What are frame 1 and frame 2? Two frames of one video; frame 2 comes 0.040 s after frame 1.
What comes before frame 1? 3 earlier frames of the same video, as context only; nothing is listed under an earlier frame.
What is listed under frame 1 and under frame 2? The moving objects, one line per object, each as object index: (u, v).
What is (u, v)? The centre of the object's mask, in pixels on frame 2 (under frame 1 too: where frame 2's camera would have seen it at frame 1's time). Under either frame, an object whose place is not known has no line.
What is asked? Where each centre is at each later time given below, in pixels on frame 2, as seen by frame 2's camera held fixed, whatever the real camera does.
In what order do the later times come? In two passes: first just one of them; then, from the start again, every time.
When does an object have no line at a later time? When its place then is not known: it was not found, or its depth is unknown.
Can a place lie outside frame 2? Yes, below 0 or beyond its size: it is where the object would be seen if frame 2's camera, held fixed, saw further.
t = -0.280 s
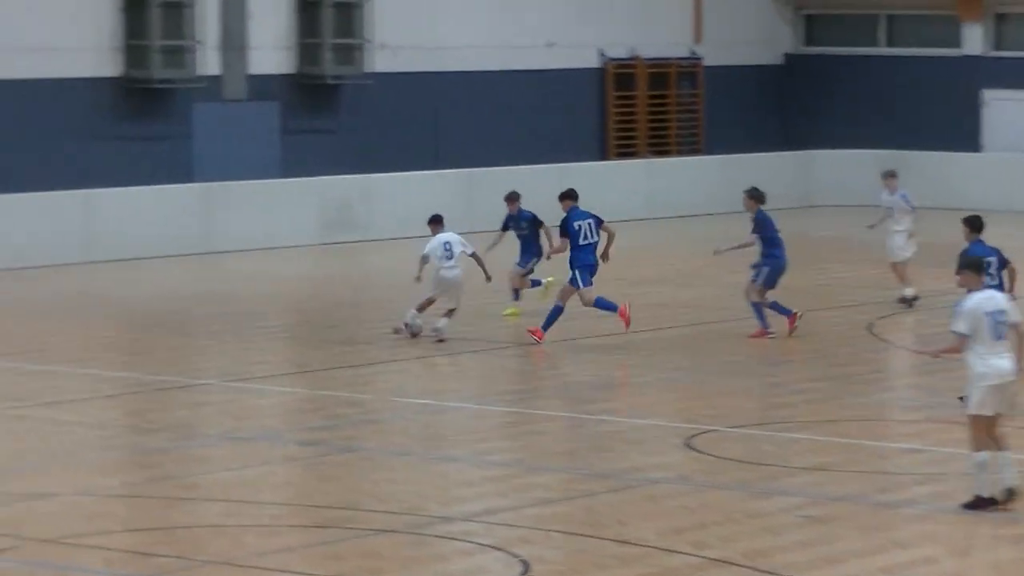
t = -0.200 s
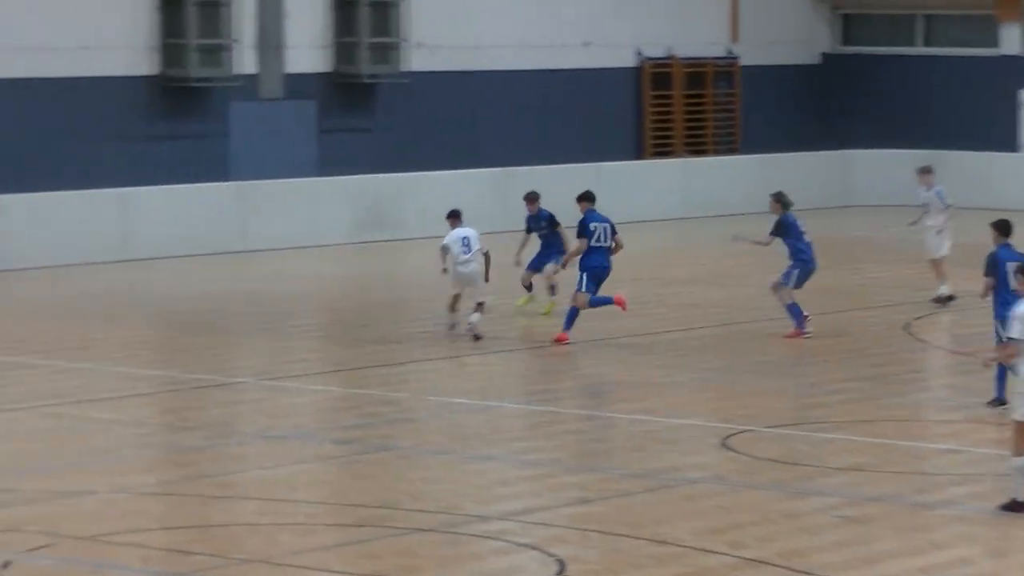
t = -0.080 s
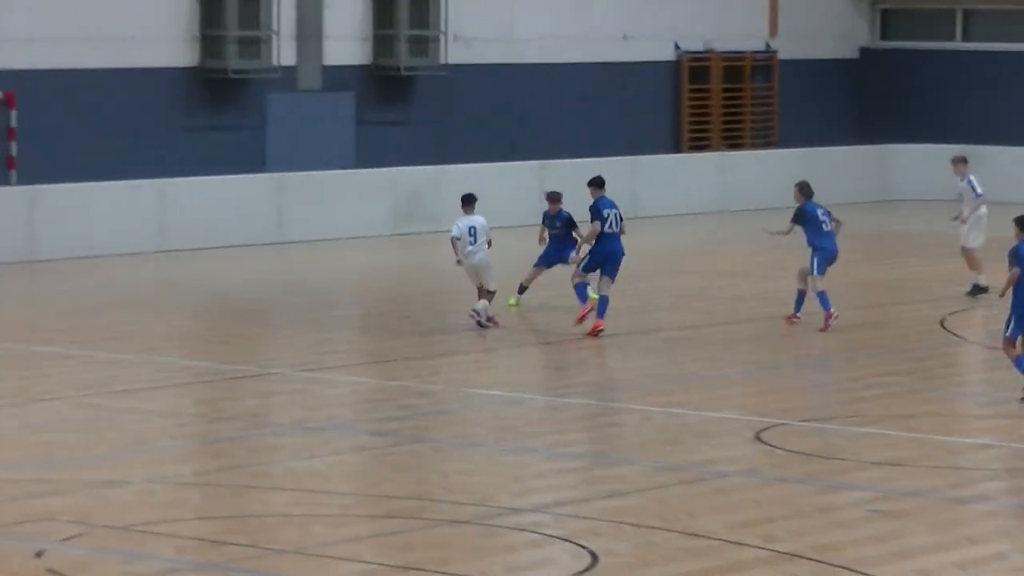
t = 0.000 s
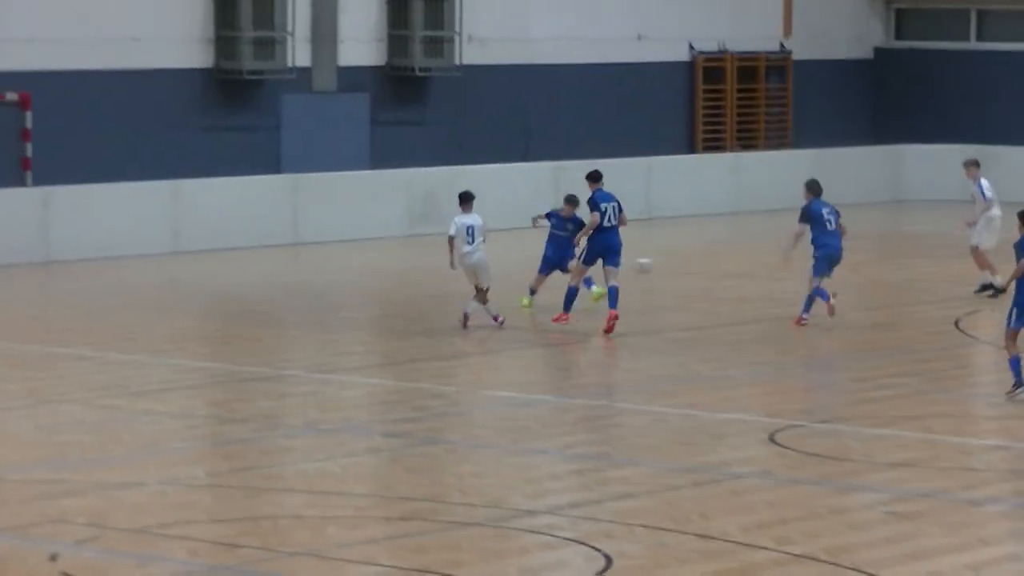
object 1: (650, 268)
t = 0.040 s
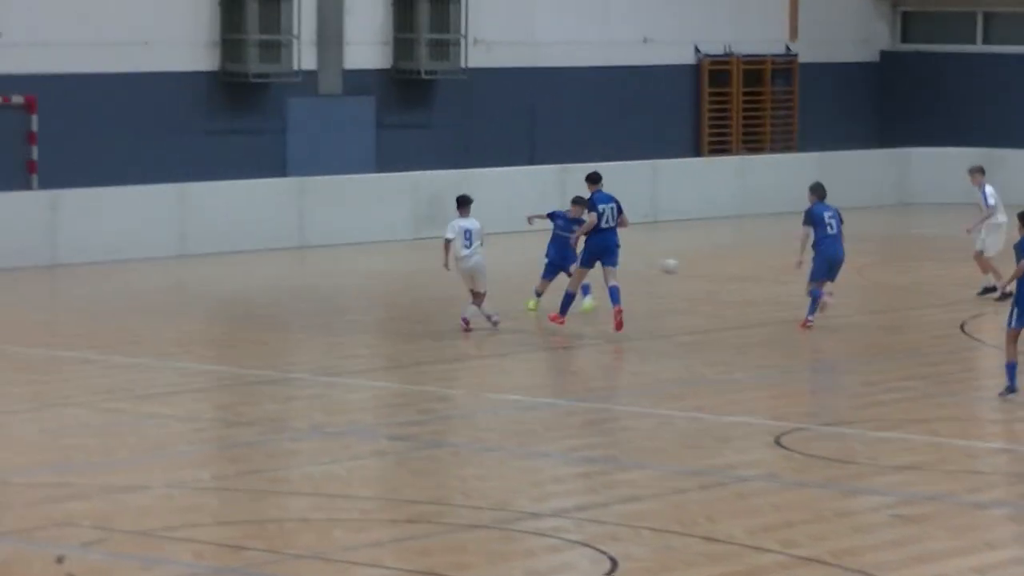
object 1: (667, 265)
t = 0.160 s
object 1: (728, 265)
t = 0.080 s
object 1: (689, 263)
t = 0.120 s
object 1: (708, 264)
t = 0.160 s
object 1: (728, 265)
